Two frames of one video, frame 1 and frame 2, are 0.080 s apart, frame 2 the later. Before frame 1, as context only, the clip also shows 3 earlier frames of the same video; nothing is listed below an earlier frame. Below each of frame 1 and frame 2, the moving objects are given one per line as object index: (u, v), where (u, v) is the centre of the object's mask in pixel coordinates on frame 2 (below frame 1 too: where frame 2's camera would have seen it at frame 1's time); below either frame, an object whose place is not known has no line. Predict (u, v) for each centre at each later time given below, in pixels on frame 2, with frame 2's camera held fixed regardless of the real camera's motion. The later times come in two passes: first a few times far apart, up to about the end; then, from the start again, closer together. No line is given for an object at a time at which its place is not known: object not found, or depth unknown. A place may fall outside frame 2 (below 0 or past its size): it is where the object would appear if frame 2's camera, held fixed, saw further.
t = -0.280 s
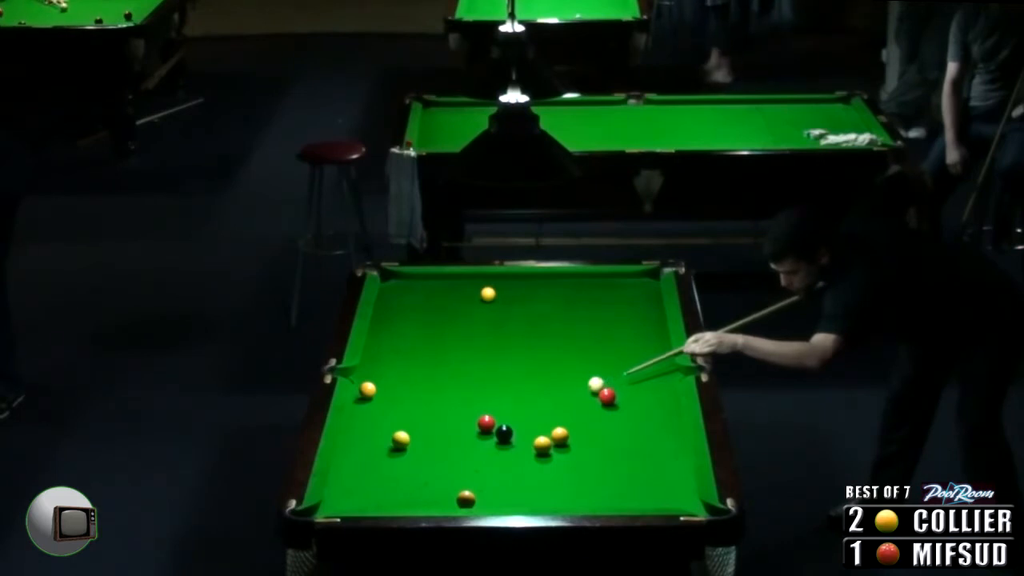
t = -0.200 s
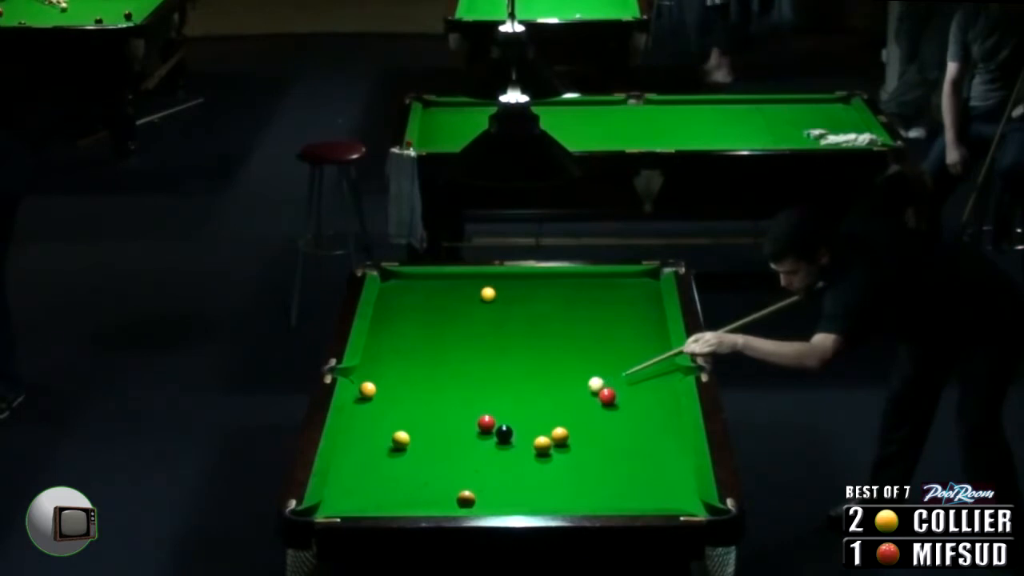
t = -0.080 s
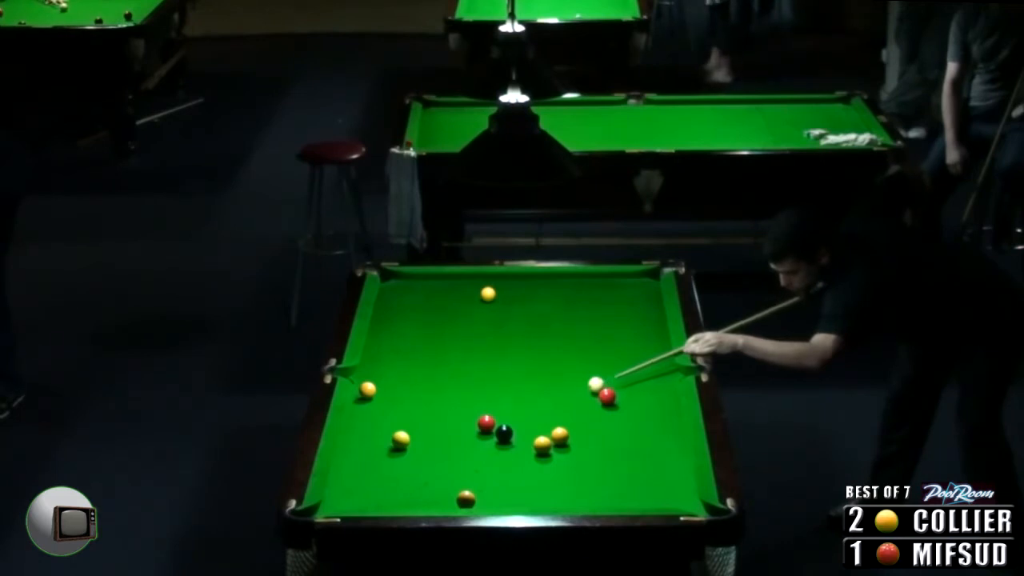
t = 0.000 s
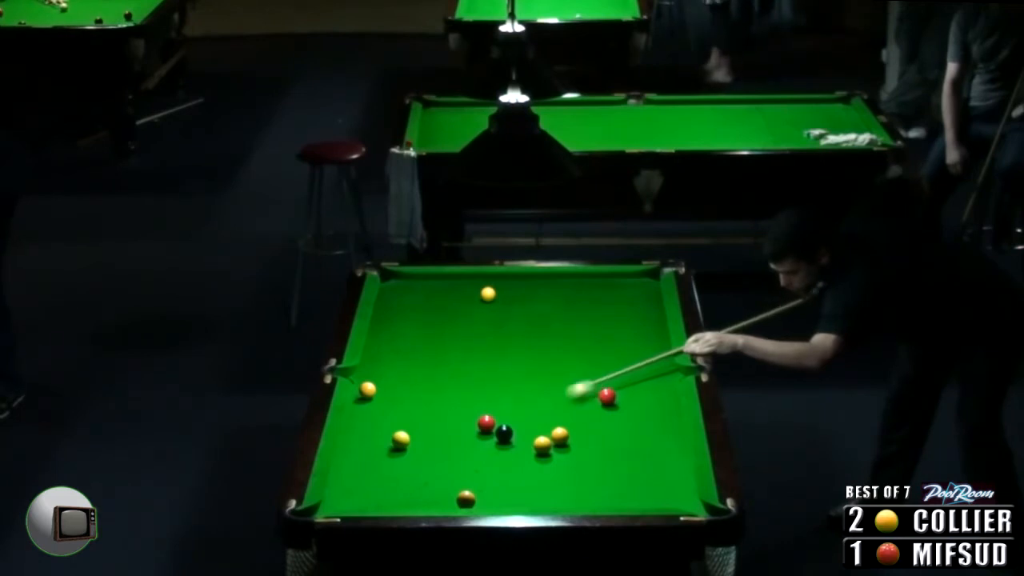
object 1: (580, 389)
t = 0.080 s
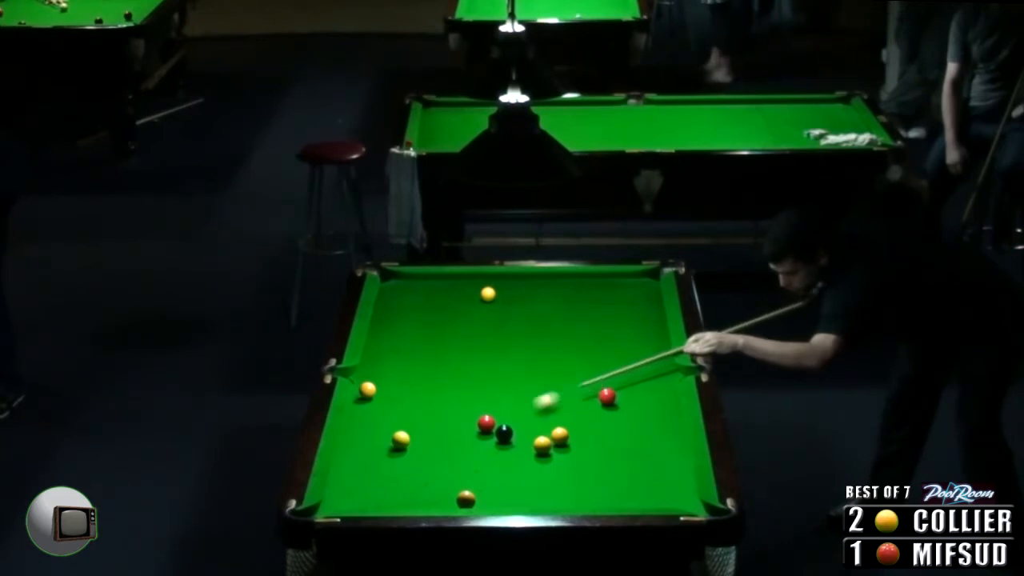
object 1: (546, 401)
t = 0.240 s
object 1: (494, 417)
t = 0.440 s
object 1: (469, 417)
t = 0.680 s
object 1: (438, 419)
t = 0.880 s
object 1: (414, 420)
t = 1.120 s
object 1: (387, 421)
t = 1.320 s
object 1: (364, 422)
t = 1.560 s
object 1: (359, 424)
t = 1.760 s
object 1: (371, 424)
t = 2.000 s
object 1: (382, 425)
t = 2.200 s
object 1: (390, 425)
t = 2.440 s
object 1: (398, 425)
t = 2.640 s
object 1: (405, 426)
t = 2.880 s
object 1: (410, 427)
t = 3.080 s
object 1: (412, 428)
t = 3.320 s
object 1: (414, 429)
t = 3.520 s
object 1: (414, 429)
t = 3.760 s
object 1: (414, 429)
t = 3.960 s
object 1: (414, 429)
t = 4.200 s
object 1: (414, 429)
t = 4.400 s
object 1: (414, 429)
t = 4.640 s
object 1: (414, 429)
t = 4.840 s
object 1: (414, 429)
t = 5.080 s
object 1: (414, 429)
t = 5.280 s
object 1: (414, 429)
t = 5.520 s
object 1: (414, 429)
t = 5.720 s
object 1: (414, 429)
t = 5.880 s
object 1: (415, 430)
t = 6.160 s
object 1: (415, 429)
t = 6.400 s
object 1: (415, 429)
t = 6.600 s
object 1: (415, 429)
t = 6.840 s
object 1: (415, 429)
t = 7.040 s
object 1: (415, 429)
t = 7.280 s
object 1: (415, 429)
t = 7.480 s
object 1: (415, 429)
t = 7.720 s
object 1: (415, 429)
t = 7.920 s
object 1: (415, 429)
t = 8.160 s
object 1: (415, 429)
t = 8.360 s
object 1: (415, 429)
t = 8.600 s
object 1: (415, 429)
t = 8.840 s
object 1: (415, 429)
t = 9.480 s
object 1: (415, 428)
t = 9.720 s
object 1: (415, 429)
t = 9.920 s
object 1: (415, 429)
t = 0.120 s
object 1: (530, 406)
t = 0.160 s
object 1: (515, 411)
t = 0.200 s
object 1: (501, 415)
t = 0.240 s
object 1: (494, 417)
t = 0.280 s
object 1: (490, 417)
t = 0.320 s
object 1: (485, 417)
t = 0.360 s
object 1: (480, 417)
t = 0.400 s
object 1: (475, 417)
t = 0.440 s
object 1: (469, 417)
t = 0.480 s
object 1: (464, 418)
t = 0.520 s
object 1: (459, 418)
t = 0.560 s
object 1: (454, 418)
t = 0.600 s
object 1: (448, 418)
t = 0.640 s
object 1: (443, 419)
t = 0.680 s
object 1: (438, 419)
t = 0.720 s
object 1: (433, 419)
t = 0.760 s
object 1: (428, 419)
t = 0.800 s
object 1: (423, 419)
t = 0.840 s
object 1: (419, 420)
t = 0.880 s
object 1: (414, 420)
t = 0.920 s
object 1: (409, 420)
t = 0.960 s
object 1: (405, 420)
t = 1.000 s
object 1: (400, 420)
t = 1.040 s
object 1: (395, 420)
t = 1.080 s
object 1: (391, 421)
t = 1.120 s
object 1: (387, 421)
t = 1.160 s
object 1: (382, 422)
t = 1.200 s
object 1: (377, 422)
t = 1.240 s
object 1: (373, 422)
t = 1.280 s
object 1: (369, 422)
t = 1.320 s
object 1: (364, 422)
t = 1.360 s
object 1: (360, 423)
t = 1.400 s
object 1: (356, 423)
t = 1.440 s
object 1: (353, 423)
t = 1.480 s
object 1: (354, 423)
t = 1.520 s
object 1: (357, 423)
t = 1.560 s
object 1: (359, 424)
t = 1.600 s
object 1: (361, 424)
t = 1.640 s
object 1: (364, 424)
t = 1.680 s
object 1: (366, 424)
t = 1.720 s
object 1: (369, 424)
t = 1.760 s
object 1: (371, 424)
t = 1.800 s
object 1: (373, 424)
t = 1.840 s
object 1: (375, 425)
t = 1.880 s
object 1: (377, 425)
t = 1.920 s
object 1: (379, 425)
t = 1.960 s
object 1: (380, 425)
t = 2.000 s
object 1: (382, 425)
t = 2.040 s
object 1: (384, 425)
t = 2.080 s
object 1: (386, 425)
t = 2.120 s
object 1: (387, 425)
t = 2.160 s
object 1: (389, 425)
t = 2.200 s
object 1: (390, 425)
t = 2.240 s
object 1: (392, 425)
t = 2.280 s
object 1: (393, 425)
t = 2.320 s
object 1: (395, 425)
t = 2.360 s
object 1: (396, 425)
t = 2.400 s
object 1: (397, 425)
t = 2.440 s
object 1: (398, 425)
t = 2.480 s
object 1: (400, 425)
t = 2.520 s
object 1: (401, 425)
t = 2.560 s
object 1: (403, 425)
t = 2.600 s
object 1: (404, 425)
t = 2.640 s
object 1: (405, 426)
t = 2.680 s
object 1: (406, 426)
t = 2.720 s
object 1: (407, 426)
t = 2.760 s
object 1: (407, 426)
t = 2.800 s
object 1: (408, 426)
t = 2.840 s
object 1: (409, 426)
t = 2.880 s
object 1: (410, 427)
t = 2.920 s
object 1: (411, 427)
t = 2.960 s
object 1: (411, 427)
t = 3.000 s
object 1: (412, 427)
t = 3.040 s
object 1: (412, 428)
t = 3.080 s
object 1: (412, 428)
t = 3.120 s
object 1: (413, 428)
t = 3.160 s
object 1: (413, 428)
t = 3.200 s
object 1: (414, 429)
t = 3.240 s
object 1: (414, 429)
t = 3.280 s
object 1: (414, 429)
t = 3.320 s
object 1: (414, 429)
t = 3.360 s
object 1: (414, 429)
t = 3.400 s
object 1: (414, 429)
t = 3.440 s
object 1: (414, 429)
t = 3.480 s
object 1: (414, 429)
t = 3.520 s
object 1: (414, 429)
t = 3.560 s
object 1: (414, 429)
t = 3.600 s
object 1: (414, 429)
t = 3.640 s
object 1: (414, 429)
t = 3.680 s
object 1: (414, 429)
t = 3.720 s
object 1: (414, 429)
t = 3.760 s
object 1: (414, 429)
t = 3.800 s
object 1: (414, 429)
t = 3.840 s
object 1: (414, 429)
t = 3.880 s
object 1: (414, 429)
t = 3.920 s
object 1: (414, 429)
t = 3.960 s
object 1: (414, 429)
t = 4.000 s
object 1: (414, 429)
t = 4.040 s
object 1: (414, 429)
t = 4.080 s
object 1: (414, 429)
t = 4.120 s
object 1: (414, 429)
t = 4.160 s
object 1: (414, 429)
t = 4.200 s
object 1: (414, 429)
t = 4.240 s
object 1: (414, 429)
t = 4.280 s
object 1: (414, 429)
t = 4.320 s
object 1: (414, 429)
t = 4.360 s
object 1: (414, 429)
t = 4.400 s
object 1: (414, 429)
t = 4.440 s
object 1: (414, 429)
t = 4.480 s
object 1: (414, 429)
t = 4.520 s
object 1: (414, 429)
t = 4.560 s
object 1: (414, 429)
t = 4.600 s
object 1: (414, 429)
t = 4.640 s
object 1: (414, 429)
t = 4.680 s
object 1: (414, 429)
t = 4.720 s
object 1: (414, 429)
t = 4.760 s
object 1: (414, 429)
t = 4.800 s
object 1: (414, 429)
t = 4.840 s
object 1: (414, 429)
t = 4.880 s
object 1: (414, 429)
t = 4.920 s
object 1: (414, 429)
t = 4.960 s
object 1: (414, 429)
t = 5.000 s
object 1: (414, 429)
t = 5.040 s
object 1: (414, 429)
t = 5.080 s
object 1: (414, 429)
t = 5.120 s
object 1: (414, 429)
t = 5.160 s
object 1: (414, 429)
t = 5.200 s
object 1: (414, 429)
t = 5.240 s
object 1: (414, 429)
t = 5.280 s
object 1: (414, 429)
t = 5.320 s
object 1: (414, 429)
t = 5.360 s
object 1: (414, 429)
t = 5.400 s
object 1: (414, 429)
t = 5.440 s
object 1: (414, 429)
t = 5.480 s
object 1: (414, 429)
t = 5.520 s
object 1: (414, 429)
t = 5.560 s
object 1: (414, 429)
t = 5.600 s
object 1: (414, 429)
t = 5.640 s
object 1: (414, 429)
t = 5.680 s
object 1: (414, 429)
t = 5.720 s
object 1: (414, 429)
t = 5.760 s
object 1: (414, 429)
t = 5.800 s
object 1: (414, 429)
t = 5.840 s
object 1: (414, 429)
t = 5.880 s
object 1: (415, 430)
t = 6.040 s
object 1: (414, 429)
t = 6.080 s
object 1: (415, 429)
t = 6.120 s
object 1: (415, 429)
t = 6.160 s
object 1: (415, 429)
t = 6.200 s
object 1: (415, 429)
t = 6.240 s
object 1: (415, 429)
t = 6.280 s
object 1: (415, 429)
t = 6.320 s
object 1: (415, 429)
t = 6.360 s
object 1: (415, 429)
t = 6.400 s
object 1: (415, 429)
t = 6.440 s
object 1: (415, 429)
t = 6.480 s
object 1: (415, 429)
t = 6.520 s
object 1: (415, 429)
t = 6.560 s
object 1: (415, 429)
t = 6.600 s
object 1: (415, 429)
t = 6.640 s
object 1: (415, 429)
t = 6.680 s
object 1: (415, 429)
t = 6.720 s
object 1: (415, 429)
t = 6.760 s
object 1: (415, 429)
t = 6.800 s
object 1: (415, 429)
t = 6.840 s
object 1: (415, 429)
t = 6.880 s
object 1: (415, 429)
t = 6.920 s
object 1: (415, 429)
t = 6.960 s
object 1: (415, 429)
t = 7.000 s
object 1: (415, 429)
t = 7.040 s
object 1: (415, 429)
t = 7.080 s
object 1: (414, 429)
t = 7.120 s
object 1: (415, 429)
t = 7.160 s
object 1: (415, 429)
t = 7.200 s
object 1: (415, 429)
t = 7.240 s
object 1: (415, 429)
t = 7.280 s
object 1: (415, 429)
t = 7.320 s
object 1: (415, 429)
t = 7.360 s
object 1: (415, 429)
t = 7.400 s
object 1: (415, 429)
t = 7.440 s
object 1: (415, 429)
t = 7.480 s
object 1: (415, 429)
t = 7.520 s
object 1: (415, 429)
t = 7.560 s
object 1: (415, 429)
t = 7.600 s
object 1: (415, 429)
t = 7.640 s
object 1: (415, 429)
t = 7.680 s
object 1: (415, 429)
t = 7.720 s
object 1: (415, 429)
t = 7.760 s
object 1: (415, 429)
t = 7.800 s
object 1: (415, 429)
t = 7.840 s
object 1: (415, 429)
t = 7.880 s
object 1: (415, 429)
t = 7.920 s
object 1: (415, 429)
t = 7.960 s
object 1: (415, 429)
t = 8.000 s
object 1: (415, 429)
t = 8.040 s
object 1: (415, 429)
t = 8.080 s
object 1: (415, 429)
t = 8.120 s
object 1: (415, 429)
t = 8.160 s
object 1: (415, 429)
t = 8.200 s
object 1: (415, 429)
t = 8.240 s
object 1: (415, 429)
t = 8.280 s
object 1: (415, 429)
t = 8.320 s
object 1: (415, 429)
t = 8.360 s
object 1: (415, 429)
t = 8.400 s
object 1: (415, 429)
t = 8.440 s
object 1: (415, 429)
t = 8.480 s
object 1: (415, 429)
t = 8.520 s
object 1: (415, 429)
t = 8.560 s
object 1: (415, 429)
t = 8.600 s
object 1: (415, 429)
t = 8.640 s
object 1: (415, 429)
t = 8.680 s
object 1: (415, 429)
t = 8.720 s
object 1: (415, 429)
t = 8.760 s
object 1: (415, 429)
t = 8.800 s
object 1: (414, 429)
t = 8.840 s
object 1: (415, 429)
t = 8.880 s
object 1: (415, 429)
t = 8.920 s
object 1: (415, 429)
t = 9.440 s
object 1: (415, 428)
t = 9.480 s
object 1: (415, 428)
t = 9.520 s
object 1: (415, 428)
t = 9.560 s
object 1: (415, 428)
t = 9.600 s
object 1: (415, 429)
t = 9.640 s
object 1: (415, 429)
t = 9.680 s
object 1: (415, 428)
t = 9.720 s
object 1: (415, 429)
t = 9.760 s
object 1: (415, 429)
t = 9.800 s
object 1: (415, 429)
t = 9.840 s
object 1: (415, 429)
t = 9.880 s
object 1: (415, 429)
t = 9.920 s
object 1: (415, 429)
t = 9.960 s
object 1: (415, 429)
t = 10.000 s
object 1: (415, 429)
